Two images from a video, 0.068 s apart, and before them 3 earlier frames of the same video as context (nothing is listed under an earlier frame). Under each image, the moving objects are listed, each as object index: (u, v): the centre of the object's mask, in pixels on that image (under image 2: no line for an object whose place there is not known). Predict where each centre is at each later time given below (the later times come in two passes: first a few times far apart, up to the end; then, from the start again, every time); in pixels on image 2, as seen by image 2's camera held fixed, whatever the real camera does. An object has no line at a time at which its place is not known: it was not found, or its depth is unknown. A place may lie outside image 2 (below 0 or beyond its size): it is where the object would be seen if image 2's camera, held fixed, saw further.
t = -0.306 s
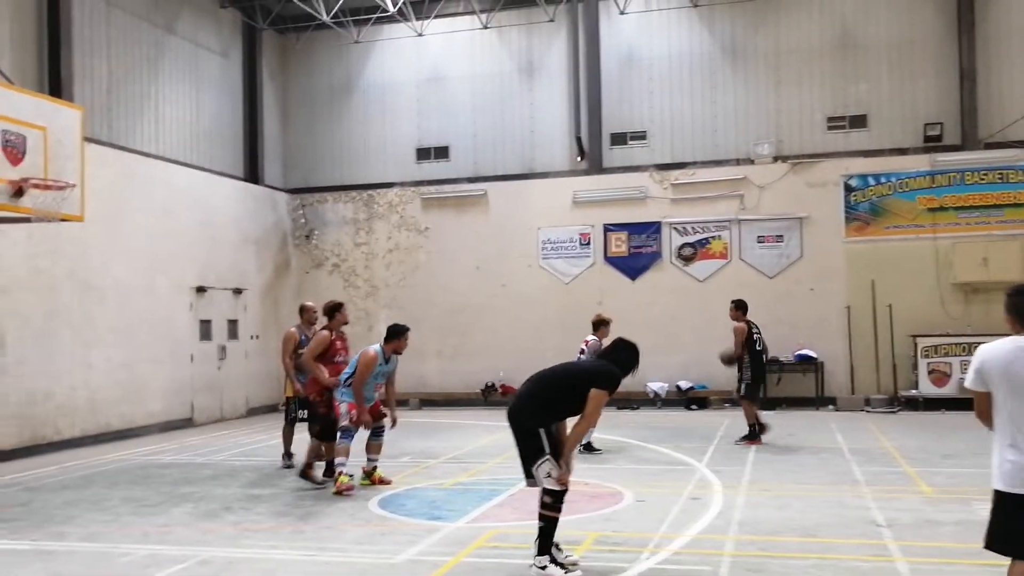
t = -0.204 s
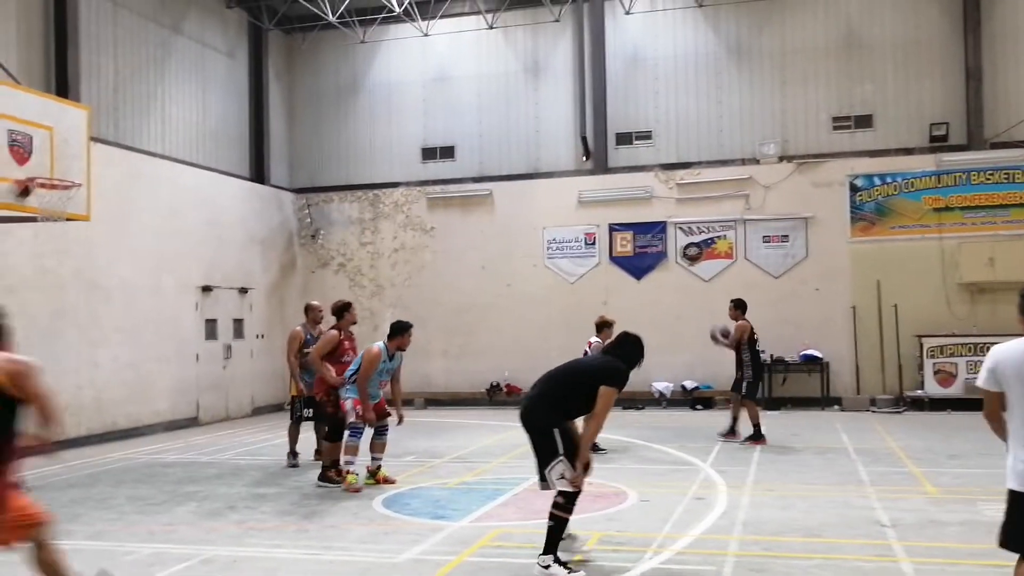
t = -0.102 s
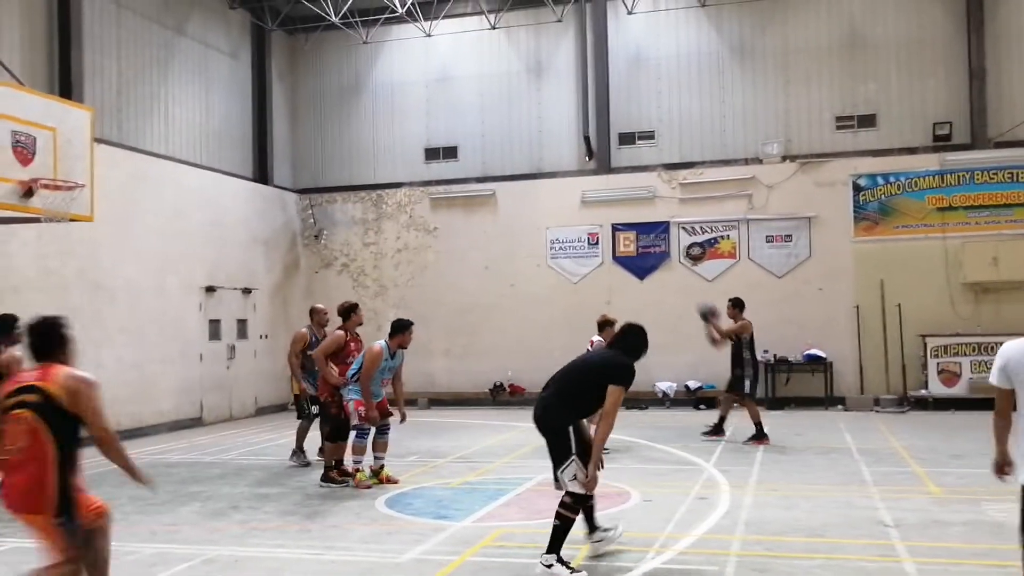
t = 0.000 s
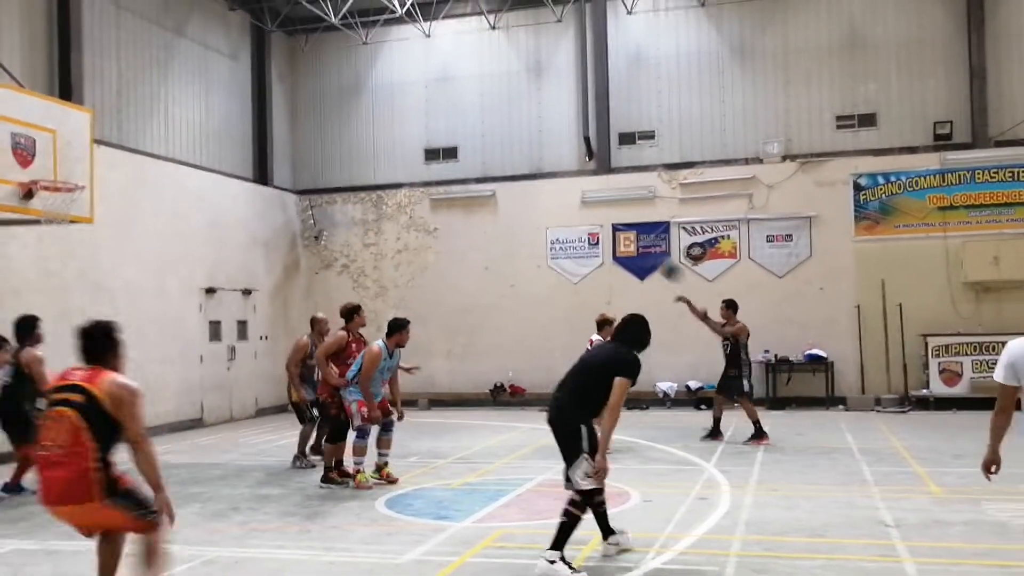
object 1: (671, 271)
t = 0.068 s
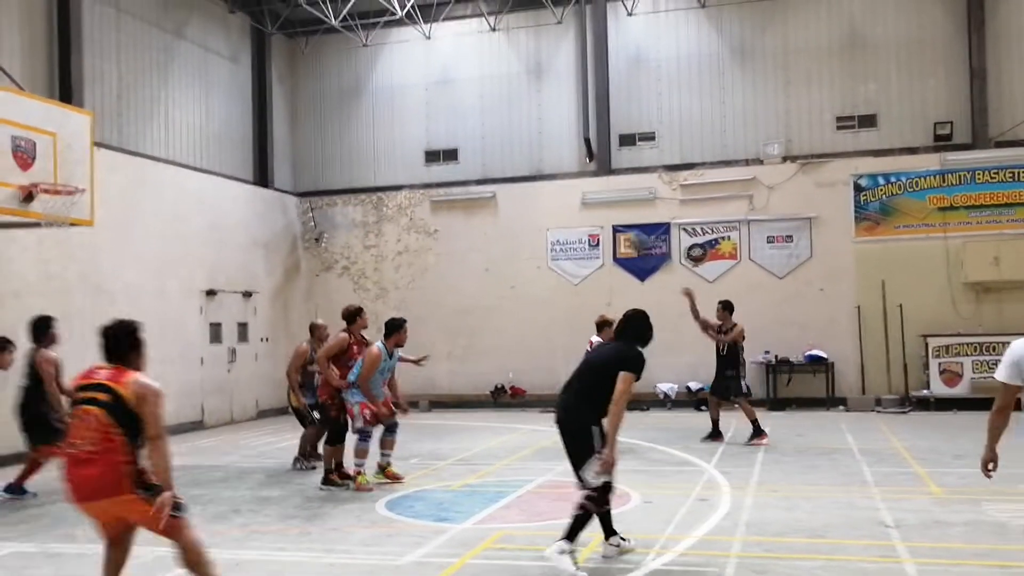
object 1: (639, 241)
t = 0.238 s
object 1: (557, 186)
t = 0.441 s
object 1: (450, 144)
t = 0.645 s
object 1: (340, 139)
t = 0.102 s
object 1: (622, 229)
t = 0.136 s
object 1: (605, 218)
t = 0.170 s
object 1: (589, 207)
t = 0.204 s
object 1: (572, 195)
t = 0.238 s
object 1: (557, 186)
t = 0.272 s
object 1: (540, 177)
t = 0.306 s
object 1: (523, 168)
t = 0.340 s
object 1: (506, 162)
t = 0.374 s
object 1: (489, 156)
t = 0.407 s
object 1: (472, 150)
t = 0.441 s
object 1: (450, 144)
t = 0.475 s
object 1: (432, 140)
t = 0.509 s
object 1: (414, 138)
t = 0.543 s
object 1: (396, 137)
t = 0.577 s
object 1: (378, 137)
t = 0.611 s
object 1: (359, 137)
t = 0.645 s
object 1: (340, 139)
